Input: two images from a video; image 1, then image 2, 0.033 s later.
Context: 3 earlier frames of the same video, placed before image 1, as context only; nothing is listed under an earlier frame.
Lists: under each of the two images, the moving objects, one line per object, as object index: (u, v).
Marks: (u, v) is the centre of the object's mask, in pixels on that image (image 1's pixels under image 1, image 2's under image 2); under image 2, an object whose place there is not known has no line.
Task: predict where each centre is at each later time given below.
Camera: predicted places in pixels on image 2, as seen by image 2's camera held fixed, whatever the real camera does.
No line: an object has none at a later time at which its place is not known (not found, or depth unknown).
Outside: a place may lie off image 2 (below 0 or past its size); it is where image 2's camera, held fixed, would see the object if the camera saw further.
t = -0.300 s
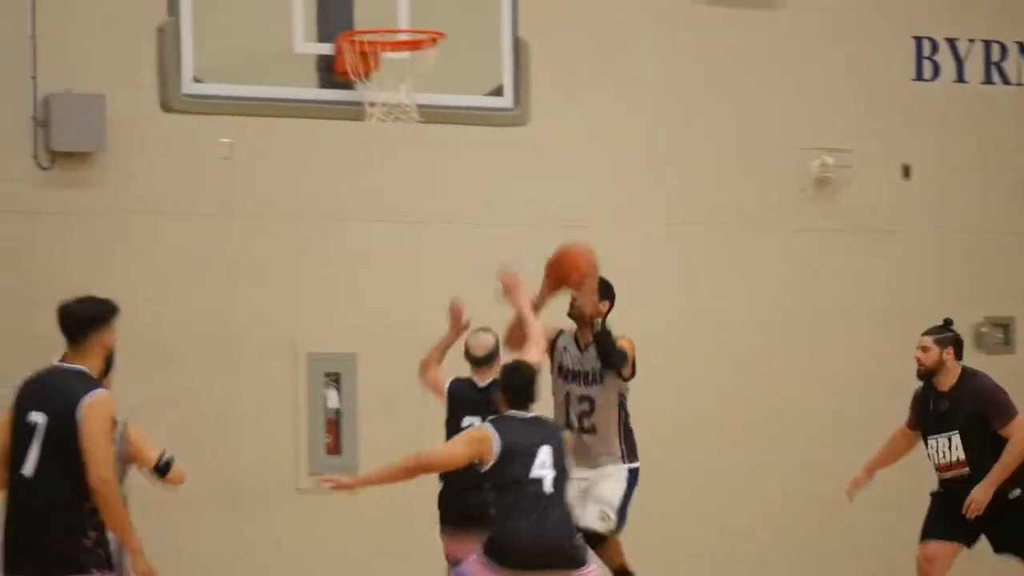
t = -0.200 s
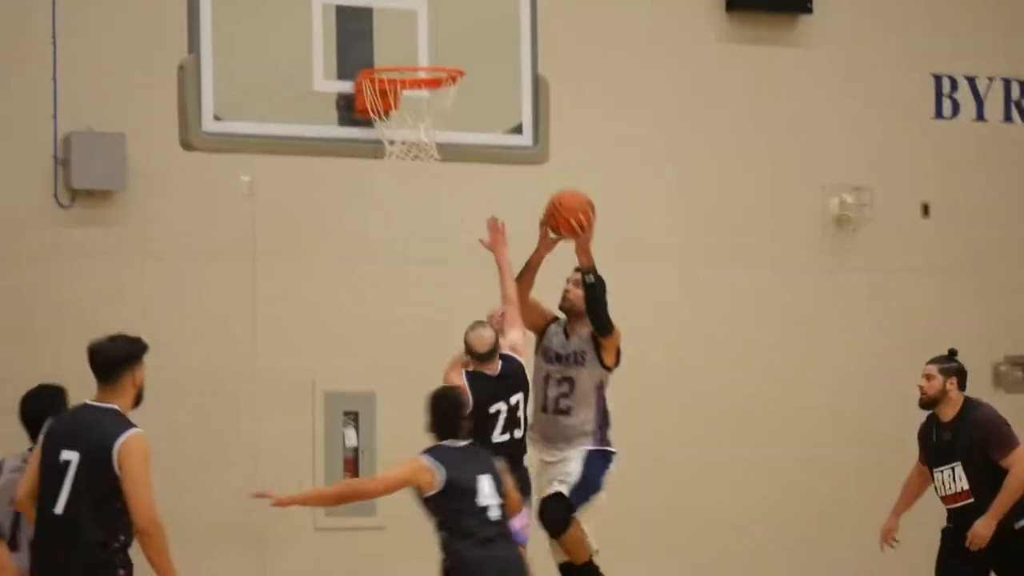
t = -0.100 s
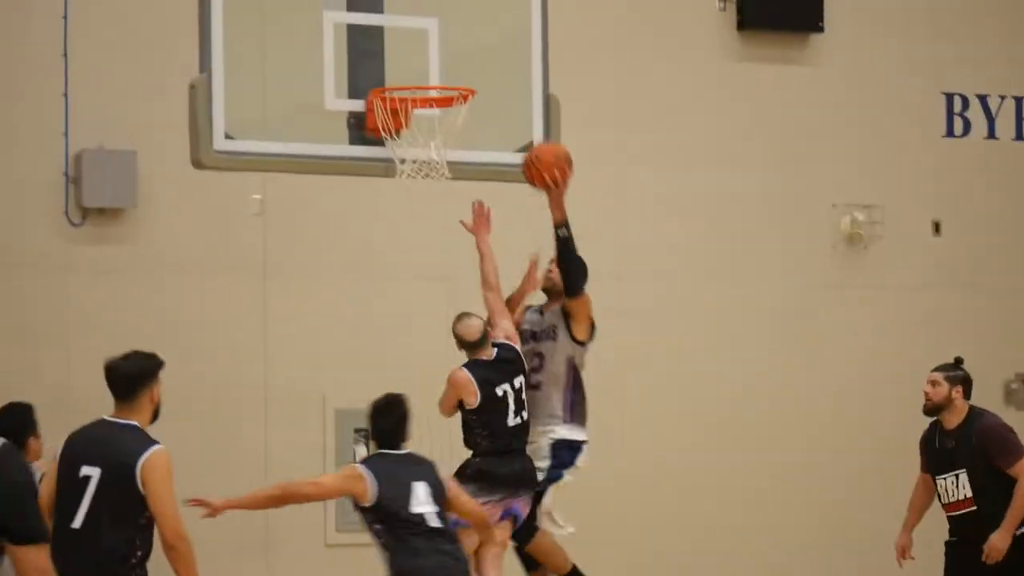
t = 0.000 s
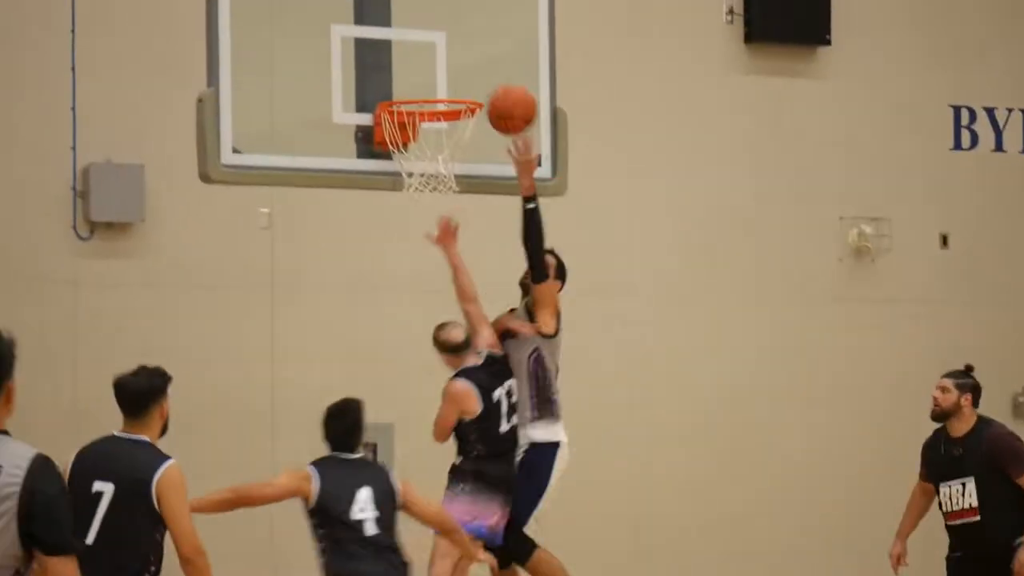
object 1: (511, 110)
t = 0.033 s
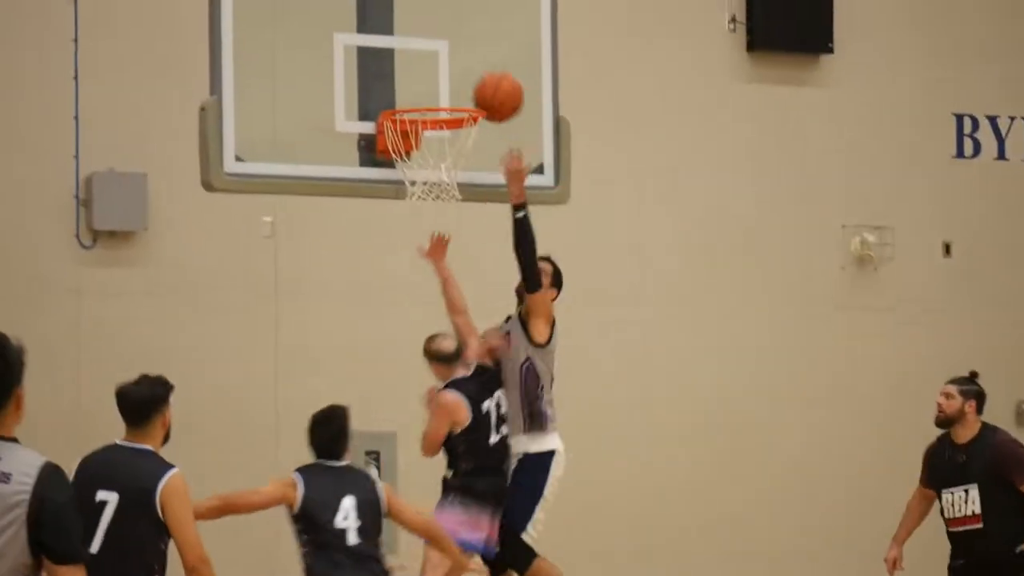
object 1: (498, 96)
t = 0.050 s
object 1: (490, 87)
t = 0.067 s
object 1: (482, 78)
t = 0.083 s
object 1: (474, 69)
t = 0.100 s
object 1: (466, 62)
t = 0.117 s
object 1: (461, 56)
